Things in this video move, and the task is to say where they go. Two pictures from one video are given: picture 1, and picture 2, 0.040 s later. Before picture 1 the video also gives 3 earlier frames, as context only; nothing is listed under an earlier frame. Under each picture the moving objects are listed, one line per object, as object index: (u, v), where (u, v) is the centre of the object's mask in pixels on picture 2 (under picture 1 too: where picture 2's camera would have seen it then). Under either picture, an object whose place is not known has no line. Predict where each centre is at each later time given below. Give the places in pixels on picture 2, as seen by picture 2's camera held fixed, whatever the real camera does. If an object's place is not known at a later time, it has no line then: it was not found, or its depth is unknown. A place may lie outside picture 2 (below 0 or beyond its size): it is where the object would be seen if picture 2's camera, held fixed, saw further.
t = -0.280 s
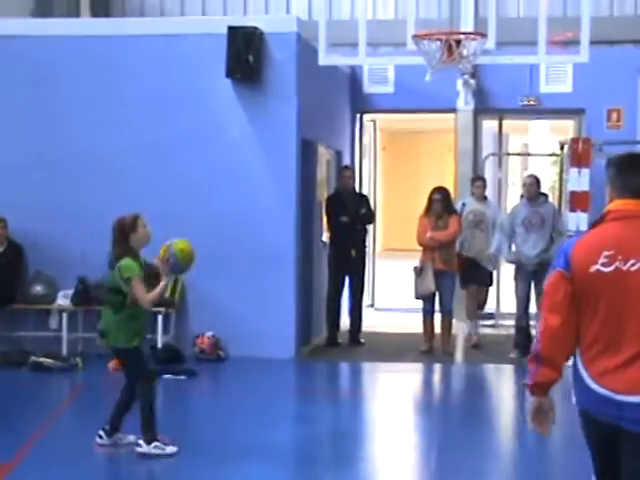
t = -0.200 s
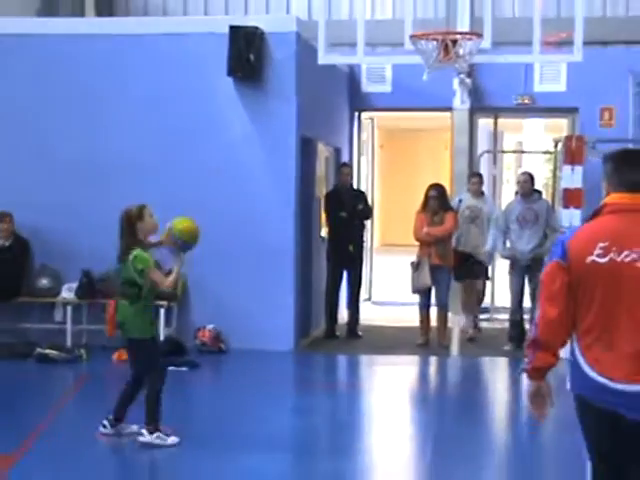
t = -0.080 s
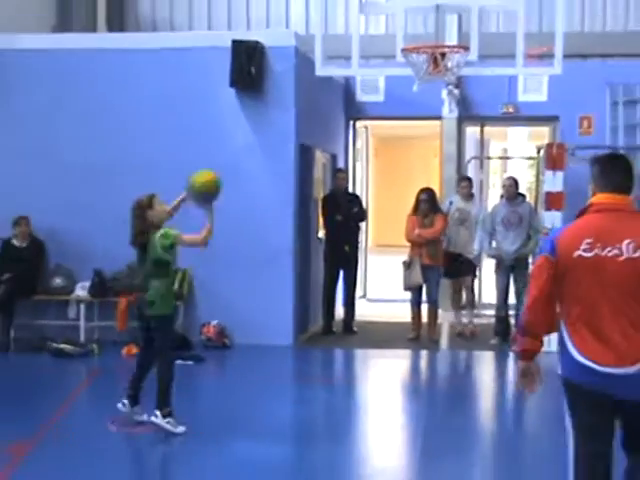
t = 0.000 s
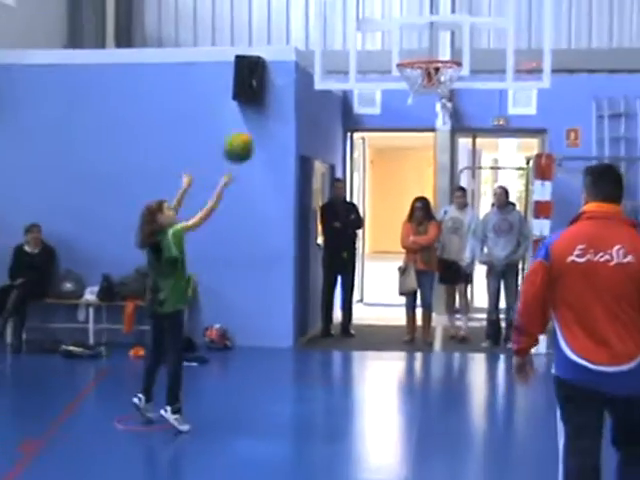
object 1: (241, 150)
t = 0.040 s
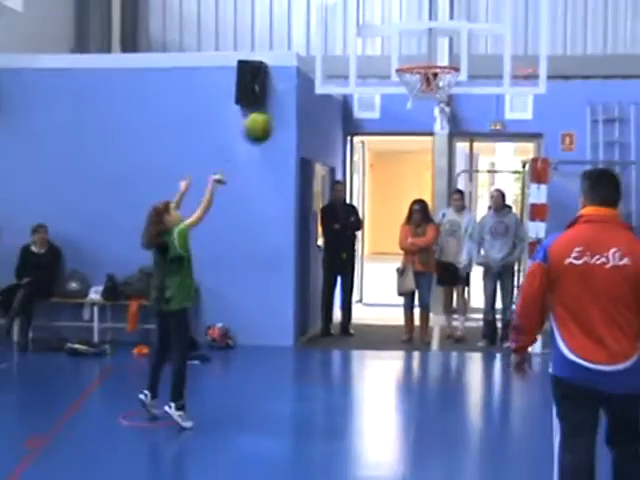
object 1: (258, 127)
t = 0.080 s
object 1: (274, 108)
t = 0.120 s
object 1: (291, 92)
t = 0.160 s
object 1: (308, 78)
